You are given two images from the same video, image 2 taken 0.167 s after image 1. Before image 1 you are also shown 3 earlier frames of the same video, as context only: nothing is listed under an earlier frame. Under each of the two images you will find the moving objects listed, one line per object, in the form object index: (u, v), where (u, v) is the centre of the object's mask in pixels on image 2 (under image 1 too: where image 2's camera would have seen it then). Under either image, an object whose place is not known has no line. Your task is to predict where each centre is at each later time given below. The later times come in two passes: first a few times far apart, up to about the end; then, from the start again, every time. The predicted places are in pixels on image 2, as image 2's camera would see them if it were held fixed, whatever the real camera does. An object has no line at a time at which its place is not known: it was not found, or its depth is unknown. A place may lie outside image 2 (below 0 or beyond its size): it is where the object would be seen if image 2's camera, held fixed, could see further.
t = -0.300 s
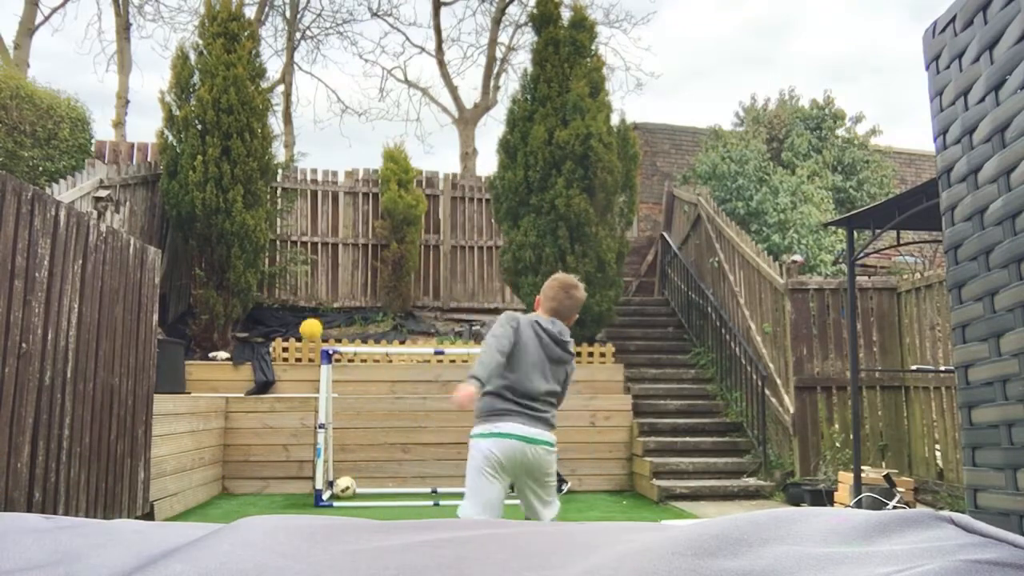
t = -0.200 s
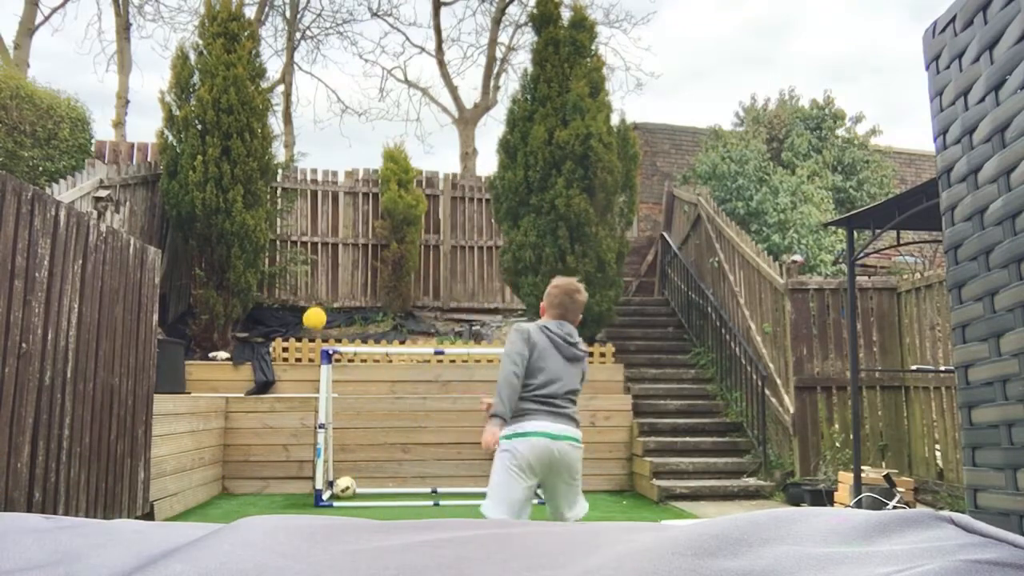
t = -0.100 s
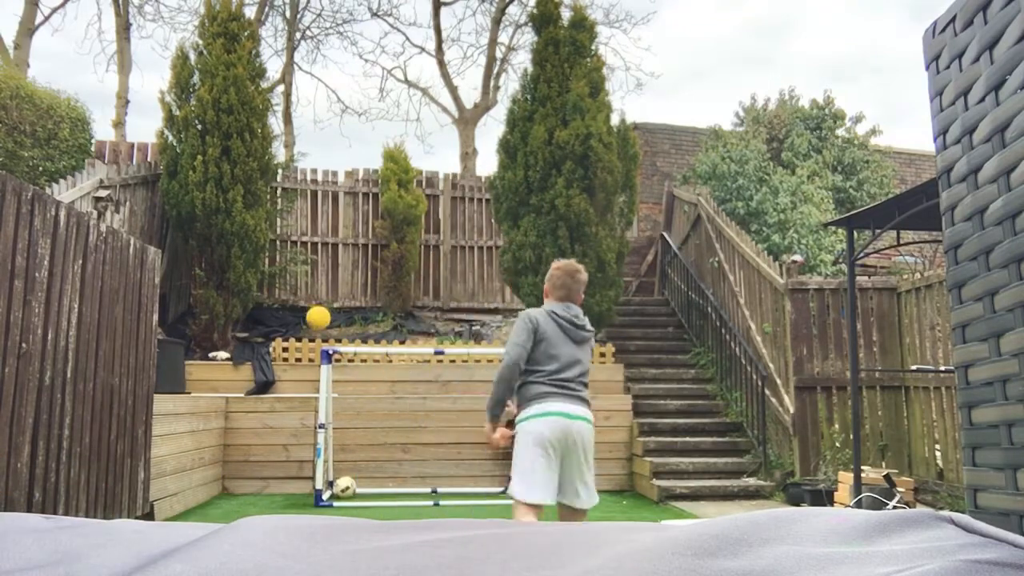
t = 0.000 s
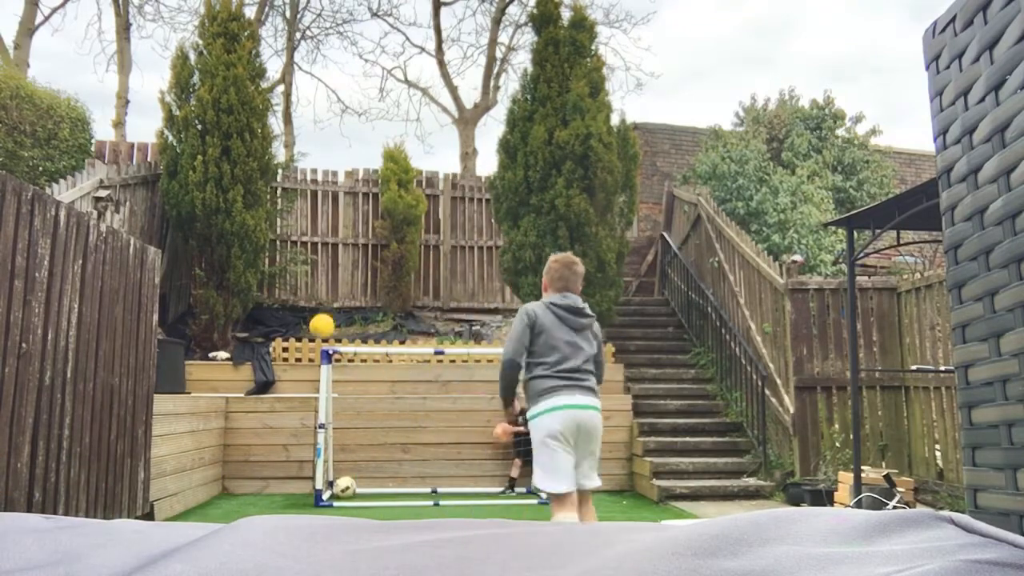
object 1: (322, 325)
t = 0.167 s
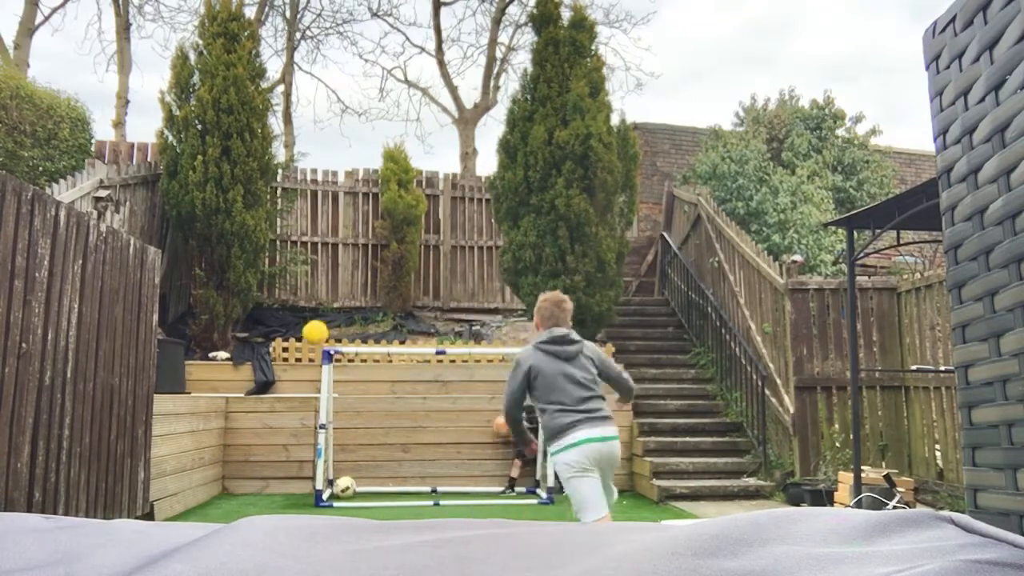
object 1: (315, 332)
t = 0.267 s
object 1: (306, 334)
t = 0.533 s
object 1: (276, 395)
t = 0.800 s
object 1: (247, 473)
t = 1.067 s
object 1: (226, 428)
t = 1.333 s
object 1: (201, 471)
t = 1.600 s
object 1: (213, 490)
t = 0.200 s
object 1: (312, 331)
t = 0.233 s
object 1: (309, 332)
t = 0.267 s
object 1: (306, 334)
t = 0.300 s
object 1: (302, 337)
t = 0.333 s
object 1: (298, 342)
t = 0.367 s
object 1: (295, 347)
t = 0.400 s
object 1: (291, 354)
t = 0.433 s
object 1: (287, 363)
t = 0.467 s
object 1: (283, 372)
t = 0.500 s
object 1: (280, 383)
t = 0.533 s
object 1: (276, 395)
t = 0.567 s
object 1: (272, 409)
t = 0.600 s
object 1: (268, 424)
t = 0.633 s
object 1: (264, 440)
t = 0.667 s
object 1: (260, 458)
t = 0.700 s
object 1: (256, 478)
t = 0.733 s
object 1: (252, 496)
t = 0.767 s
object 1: (250, 485)
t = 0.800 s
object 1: (247, 473)
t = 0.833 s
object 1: (245, 462)
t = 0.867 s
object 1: (243, 453)
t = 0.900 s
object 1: (240, 446)
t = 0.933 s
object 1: (238, 439)
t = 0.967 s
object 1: (234, 434)
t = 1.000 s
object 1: (232, 431)
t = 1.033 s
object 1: (229, 429)
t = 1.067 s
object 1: (226, 428)
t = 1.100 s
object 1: (223, 429)
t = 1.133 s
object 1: (219, 430)
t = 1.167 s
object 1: (217, 434)
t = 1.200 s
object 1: (214, 439)
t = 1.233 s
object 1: (212, 444)
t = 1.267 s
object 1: (208, 452)
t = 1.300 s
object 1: (205, 461)
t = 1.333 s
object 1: (201, 471)
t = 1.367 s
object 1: (198, 483)
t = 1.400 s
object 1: (194, 496)
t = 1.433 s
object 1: (197, 500)
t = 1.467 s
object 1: (200, 496)
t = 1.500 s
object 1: (203, 492)
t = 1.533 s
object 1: (206, 491)
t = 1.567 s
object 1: (210, 490)
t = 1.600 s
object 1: (213, 490)
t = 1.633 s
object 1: (216, 493)
